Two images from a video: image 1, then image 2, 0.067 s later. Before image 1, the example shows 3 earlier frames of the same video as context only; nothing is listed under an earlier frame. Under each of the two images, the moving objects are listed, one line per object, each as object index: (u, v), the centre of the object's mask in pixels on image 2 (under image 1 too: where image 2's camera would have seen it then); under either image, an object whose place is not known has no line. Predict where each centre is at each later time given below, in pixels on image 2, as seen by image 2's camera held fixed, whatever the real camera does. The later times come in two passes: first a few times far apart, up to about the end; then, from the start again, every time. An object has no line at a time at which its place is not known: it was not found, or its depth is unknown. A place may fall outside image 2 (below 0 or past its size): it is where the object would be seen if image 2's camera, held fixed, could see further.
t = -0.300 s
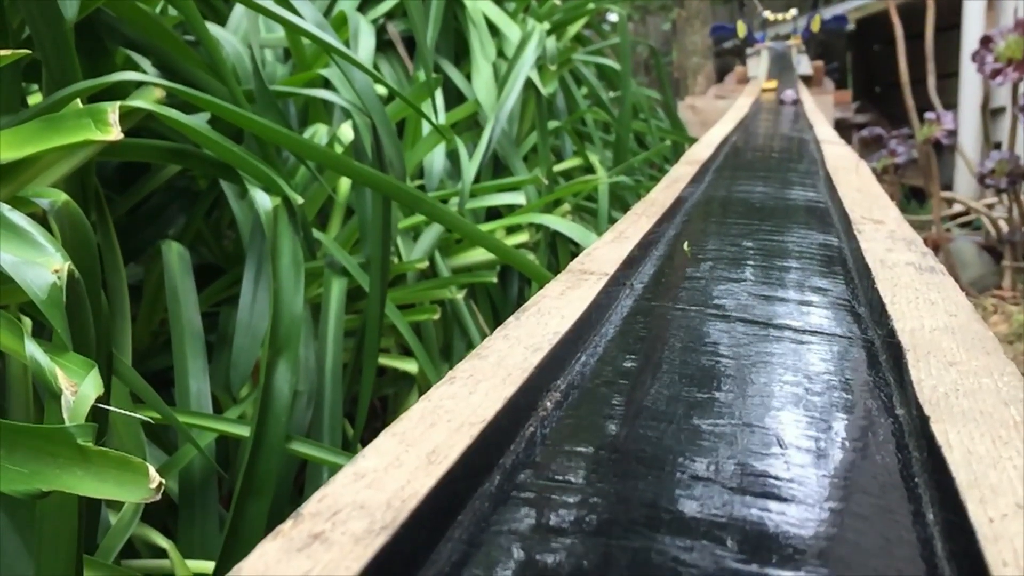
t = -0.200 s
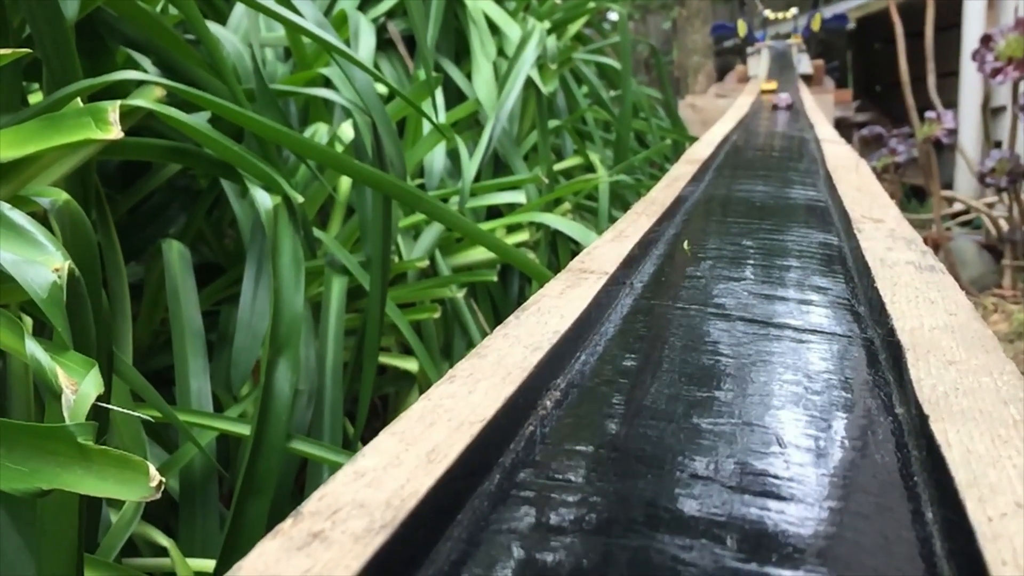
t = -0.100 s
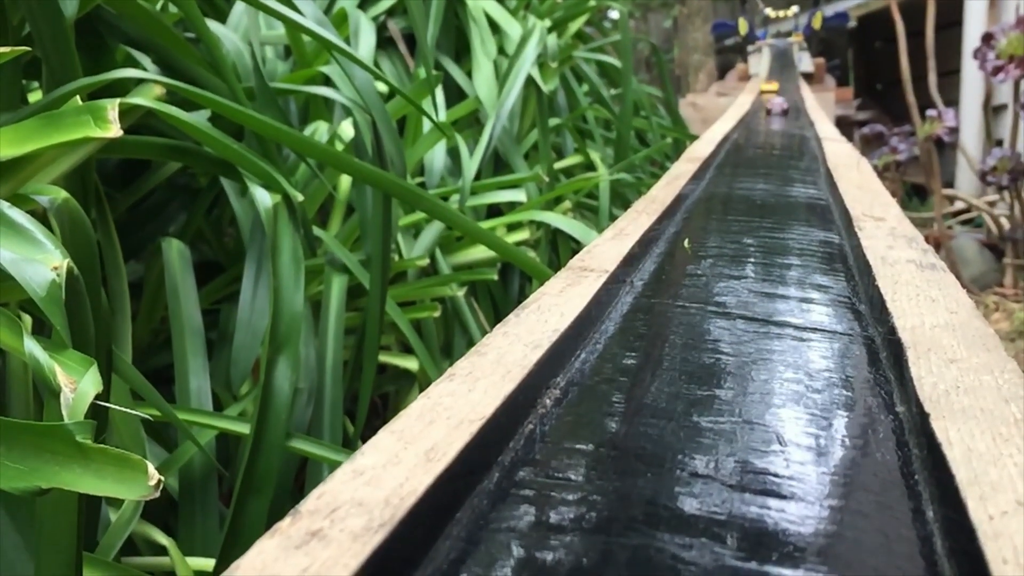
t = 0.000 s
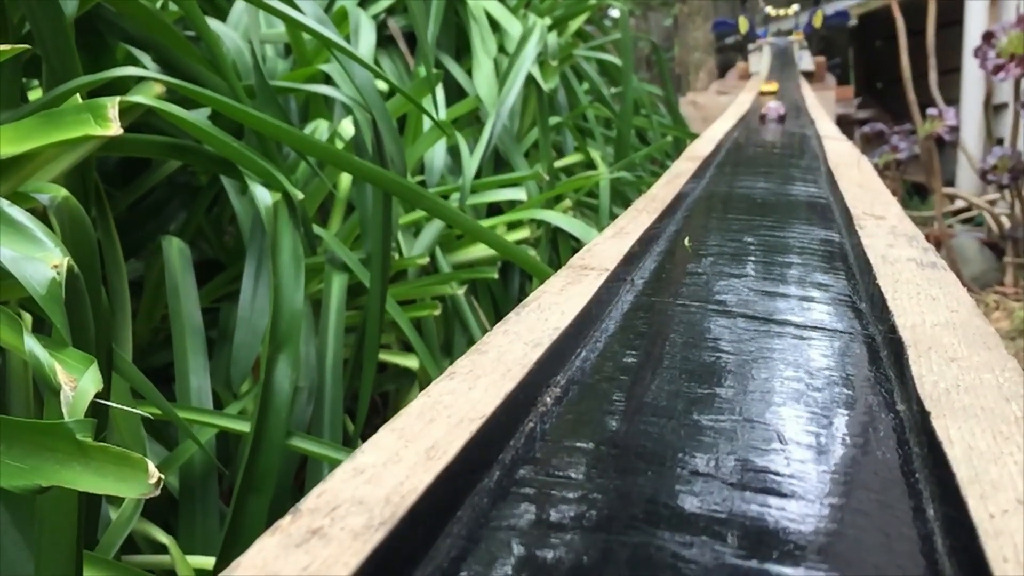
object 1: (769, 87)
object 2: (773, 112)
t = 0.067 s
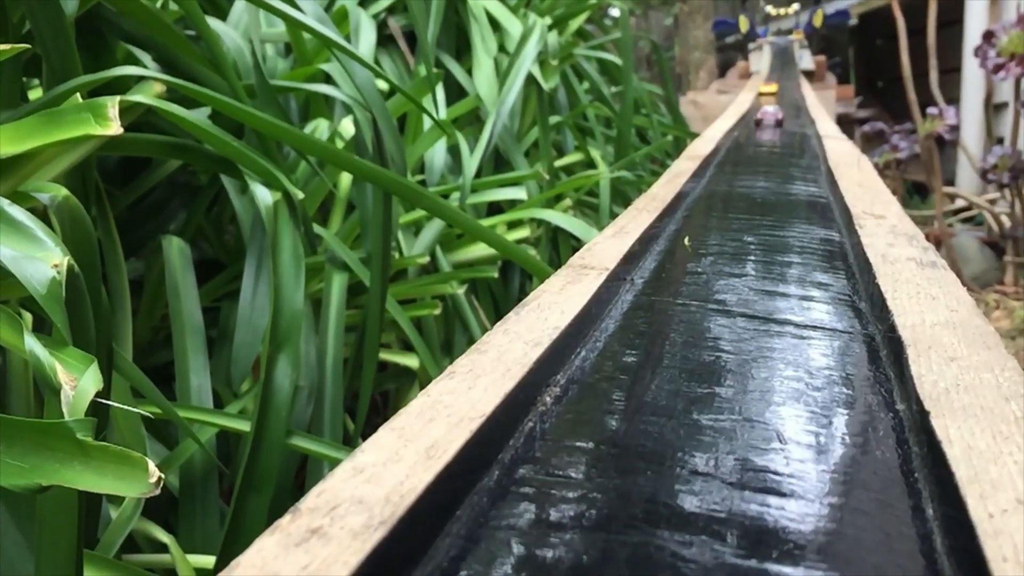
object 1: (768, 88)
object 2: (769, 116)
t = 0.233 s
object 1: (766, 93)
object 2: (762, 139)
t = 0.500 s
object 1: (762, 104)
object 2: (748, 311)
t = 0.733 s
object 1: (753, 116)
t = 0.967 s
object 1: (741, 143)
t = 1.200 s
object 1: (695, 218)
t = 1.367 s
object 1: (569, 501)
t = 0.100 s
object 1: (768, 89)
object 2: (768, 120)
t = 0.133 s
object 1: (768, 90)
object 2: (766, 123)
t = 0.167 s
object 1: (767, 91)
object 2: (764, 128)
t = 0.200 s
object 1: (766, 92)
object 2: (764, 132)
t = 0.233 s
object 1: (766, 93)
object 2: (762, 139)
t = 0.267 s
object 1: (766, 95)
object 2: (760, 146)
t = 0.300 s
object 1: (765, 96)
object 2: (758, 156)
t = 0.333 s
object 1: (764, 97)
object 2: (756, 166)
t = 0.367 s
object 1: (764, 99)
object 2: (753, 181)
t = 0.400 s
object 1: (764, 100)
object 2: (750, 198)
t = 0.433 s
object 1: (763, 101)
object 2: (748, 221)
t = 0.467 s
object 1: (762, 103)
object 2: (747, 255)
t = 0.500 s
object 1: (762, 104)
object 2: (748, 311)
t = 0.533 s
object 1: (761, 105)
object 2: (754, 411)
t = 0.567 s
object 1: (760, 107)
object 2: (762, 513)
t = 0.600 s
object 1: (759, 109)
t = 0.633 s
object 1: (758, 111)
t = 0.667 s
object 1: (757, 112)
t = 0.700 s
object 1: (755, 114)
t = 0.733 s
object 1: (753, 116)
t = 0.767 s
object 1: (752, 119)
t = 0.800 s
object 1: (751, 122)
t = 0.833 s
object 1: (749, 124)
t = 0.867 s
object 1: (746, 128)
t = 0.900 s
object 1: (744, 133)
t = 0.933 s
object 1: (742, 137)
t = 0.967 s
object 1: (741, 143)
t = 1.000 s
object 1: (740, 149)
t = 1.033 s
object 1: (738, 157)
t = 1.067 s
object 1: (734, 166)
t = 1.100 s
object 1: (727, 176)
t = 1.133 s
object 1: (718, 187)
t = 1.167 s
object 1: (706, 200)
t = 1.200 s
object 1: (695, 218)
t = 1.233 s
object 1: (685, 242)
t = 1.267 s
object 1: (674, 274)
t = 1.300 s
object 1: (657, 325)
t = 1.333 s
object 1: (624, 403)
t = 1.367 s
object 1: (569, 501)
